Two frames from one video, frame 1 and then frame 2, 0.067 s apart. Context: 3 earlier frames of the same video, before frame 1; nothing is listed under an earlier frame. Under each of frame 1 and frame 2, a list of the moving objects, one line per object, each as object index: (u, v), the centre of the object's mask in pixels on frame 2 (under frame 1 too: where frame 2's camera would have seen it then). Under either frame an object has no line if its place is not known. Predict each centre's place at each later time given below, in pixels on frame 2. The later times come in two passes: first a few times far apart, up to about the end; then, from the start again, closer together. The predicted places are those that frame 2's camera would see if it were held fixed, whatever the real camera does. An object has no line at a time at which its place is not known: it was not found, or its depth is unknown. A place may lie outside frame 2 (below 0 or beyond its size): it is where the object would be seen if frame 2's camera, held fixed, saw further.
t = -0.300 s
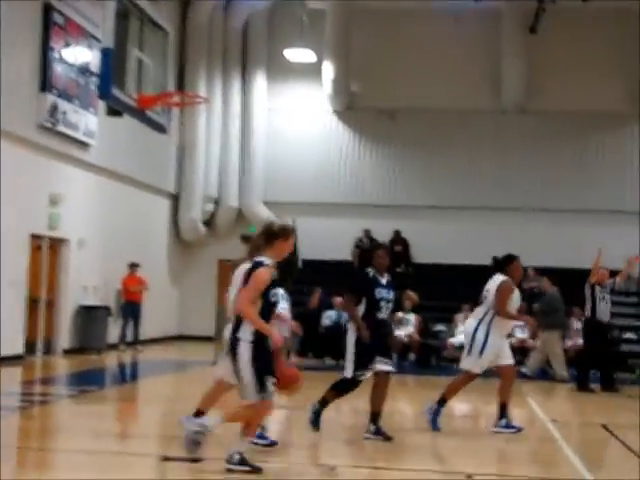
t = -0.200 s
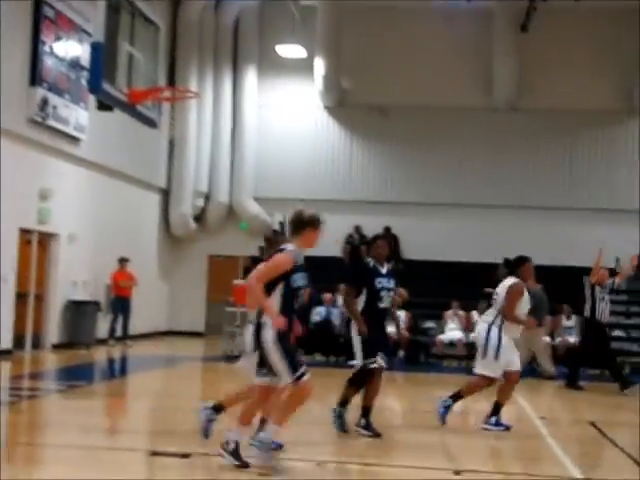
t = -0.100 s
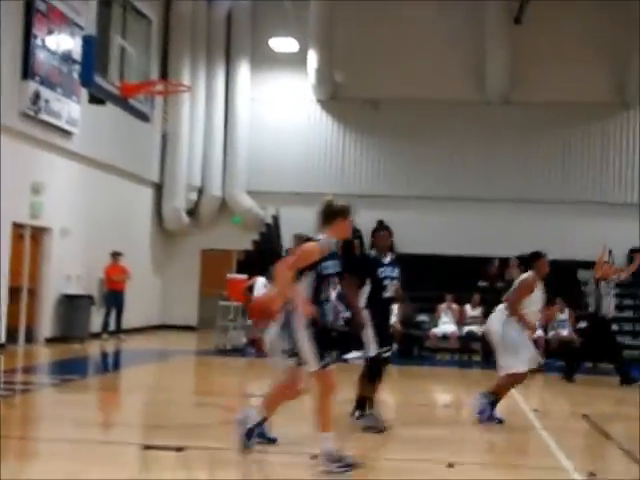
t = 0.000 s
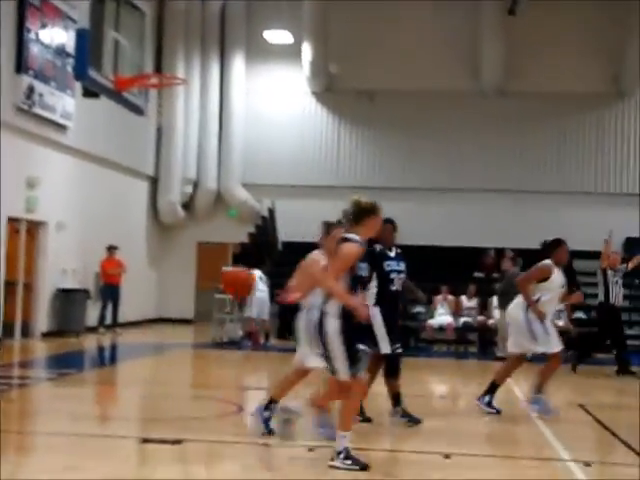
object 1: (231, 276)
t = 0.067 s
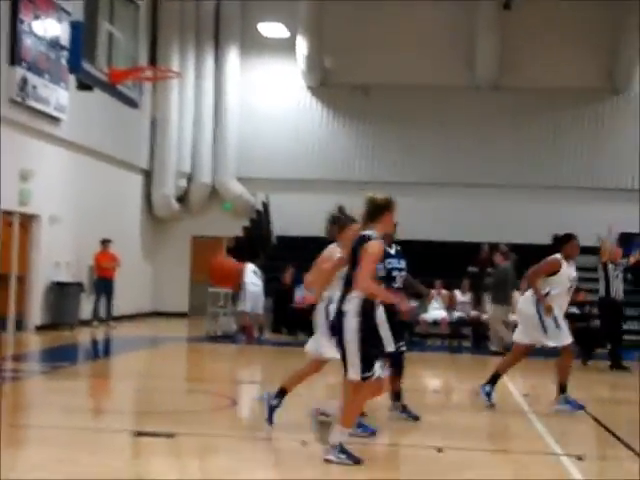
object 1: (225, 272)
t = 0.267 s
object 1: (183, 291)
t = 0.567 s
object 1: (117, 427)
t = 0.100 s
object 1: (218, 271)
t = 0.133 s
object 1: (209, 268)
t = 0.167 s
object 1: (202, 272)
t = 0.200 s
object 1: (195, 277)
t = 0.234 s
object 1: (189, 282)
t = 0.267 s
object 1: (183, 291)
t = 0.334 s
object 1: (169, 309)
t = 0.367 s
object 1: (161, 321)
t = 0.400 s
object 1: (153, 335)
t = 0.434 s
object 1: (148, 349)
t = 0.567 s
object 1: (117, 427)
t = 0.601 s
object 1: (112, 419)
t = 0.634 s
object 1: (106, 401)
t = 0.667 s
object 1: (104, 388)
